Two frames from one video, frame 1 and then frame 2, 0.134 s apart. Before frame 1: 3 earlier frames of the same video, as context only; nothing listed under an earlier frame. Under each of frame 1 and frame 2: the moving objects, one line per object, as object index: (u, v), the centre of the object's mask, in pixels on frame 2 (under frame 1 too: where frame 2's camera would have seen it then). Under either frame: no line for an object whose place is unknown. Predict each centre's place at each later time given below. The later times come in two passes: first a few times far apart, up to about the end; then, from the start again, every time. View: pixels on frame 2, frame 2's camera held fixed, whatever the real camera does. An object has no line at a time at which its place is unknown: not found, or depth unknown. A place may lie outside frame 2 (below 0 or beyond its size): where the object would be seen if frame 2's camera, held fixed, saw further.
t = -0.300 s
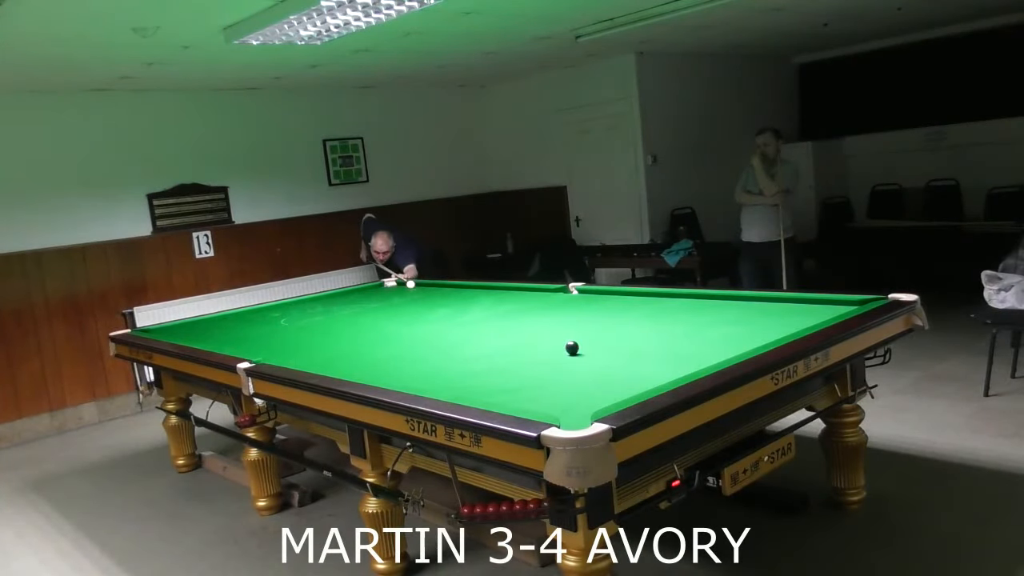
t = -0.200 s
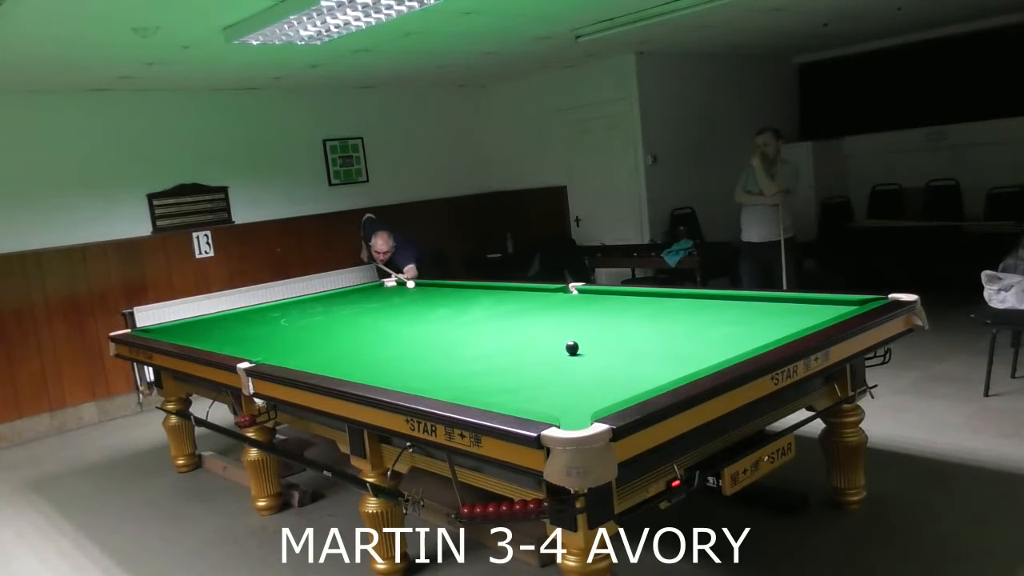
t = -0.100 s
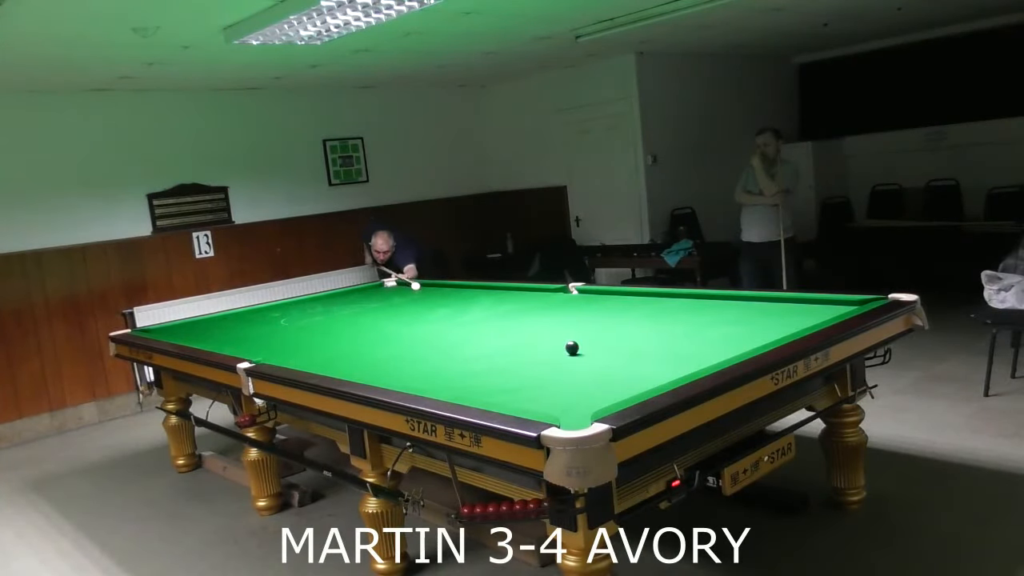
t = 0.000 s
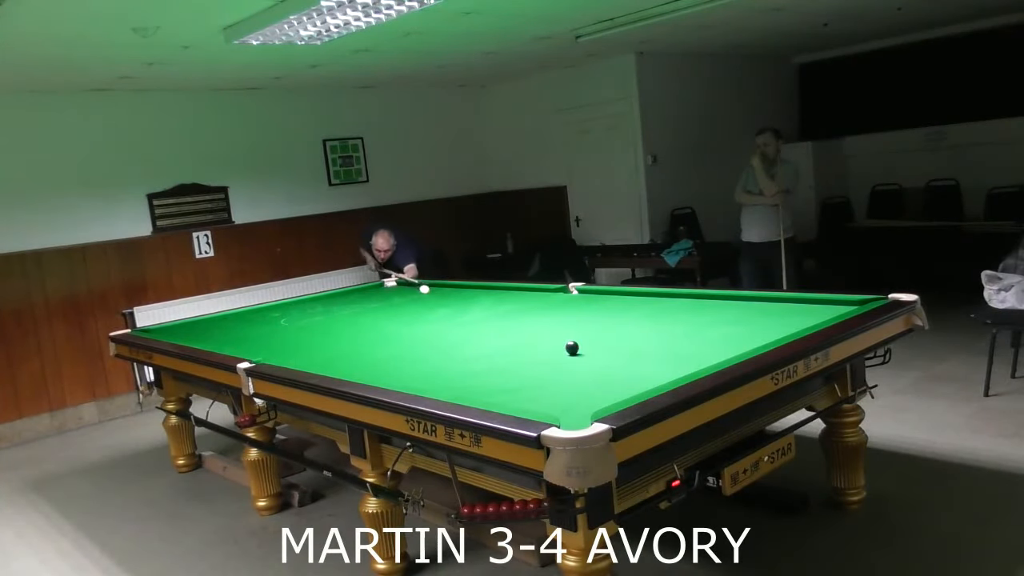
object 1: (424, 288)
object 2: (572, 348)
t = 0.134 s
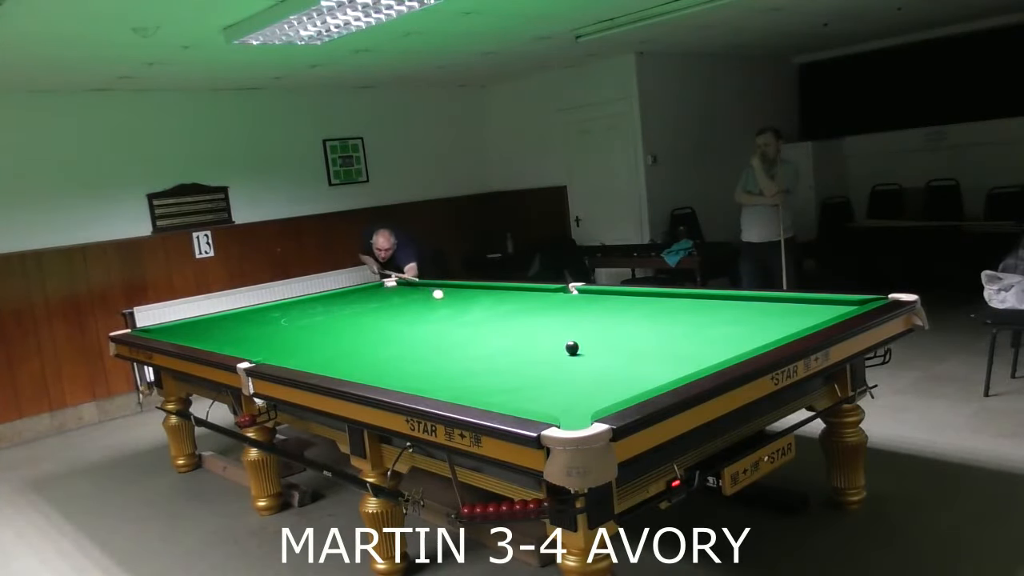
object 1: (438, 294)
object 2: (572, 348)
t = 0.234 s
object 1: (448, 298)
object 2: (572, 348)
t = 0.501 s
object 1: (482, 310)
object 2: (572, 348)
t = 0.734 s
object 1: (521, 325)
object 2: (572, 348)
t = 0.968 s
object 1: (571, 340)
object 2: (572, 348)
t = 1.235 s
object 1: (639, 343)
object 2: (571, 377)
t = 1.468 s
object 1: (707, 345)
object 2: (570, 406)
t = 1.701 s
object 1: (745, 344)
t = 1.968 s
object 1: (707, 338)
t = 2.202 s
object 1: (679, 333)
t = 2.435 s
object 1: (656, 329)
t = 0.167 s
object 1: (442, 295)
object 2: (572, 348)
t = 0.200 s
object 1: (444, 296)
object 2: (572, 348)
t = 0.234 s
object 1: (448, 298)
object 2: (572, 348)
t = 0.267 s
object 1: (453, 300)
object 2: (572, 348)
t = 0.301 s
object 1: (455, 300)
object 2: (572, 348)
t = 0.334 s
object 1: (460, 302)
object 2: (572, 348)
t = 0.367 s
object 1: (465, 304)
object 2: (572, 348)
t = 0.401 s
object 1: (468, 305)
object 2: (572, 348)
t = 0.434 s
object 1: (473, 307)
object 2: (572, 348)
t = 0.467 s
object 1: (479, 309)
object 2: (572, 348)
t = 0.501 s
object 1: (482, 310)
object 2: (572, 348)
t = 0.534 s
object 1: (487, 313)
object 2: (572, 348)
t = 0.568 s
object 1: (494, 315)
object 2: (572, 348)
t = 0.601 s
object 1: (497, 316)
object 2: (572, 348)
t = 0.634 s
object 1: (503, 318)
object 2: (572, 348)
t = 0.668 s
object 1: (510, 321)
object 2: (572, 348)
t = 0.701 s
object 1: (513, 322)
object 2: (572, 348)
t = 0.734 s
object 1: (521, 325)
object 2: (572, 348)
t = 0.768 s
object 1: (528, 328)
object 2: (572, 348)
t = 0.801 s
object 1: (532, 329)
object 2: (572, 348)
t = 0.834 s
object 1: (540, 332)
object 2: (572, 348)
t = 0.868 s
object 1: (549, 335)
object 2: (572, 348)
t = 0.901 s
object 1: (553, 337)
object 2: (572, 348)
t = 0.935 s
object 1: (561, 340)
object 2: (572, 348)
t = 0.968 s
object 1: (571, 340)
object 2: (572, 348)
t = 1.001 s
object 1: (578, 342)
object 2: (572, 350)
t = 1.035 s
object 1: (587, 343)
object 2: (571, 354)
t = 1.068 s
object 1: (597, 343)
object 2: (571, 359)
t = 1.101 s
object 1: (603, 343)
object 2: (571, 361)
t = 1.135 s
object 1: (613, 342)
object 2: (571, 366)
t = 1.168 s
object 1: (623, 342)
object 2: (571, 371)
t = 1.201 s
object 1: (629, 342)
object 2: (571, 373)
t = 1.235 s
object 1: (639, 343)
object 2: (571, 377)
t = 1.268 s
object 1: (650, 343)
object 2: (570, 382)
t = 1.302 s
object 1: (656, 343)
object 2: (570, 384)
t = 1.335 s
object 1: (667, 344)
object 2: (570, 389)
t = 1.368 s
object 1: (678, 344)
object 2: (570, 393)
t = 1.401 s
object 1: (684, 344)
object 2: (570, 395)
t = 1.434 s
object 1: (695, 344)
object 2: (570, 401)
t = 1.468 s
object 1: (707, 345)
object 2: (570, 406)
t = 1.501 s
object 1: (713, 345)
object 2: (569, 408)
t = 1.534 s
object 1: (725, 346)
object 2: (569, 414)
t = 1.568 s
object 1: (736, 346)
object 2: (569, 419)
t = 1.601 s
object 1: (742, 345)
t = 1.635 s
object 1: (753, 344)
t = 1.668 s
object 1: (749, 344)
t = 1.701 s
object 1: (745, 344)
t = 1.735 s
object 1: (739, 344)
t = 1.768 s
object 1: (733, 343)
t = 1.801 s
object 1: (730, 342)
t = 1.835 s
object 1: (725, 342)
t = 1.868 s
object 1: (720, 341)
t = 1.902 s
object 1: (717, 340)
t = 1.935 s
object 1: (712, 339)
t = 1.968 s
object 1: (707, 338)
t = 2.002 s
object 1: (704, 338)
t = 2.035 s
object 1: (700, 337)
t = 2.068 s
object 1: (695, 336)
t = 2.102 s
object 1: (690, 335)
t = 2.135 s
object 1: (688, 335)
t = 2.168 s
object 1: (683, 334)
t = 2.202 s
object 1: (679, 333)
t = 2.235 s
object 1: (677, 333)
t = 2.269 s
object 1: (673, 332)
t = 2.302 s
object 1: (668, 331)
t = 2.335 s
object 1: (666, 331)
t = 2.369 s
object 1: (662, 330)
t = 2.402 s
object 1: (658, 329)
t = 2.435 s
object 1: (656, 329)
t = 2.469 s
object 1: (653, 328)
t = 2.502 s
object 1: (649, 327)
